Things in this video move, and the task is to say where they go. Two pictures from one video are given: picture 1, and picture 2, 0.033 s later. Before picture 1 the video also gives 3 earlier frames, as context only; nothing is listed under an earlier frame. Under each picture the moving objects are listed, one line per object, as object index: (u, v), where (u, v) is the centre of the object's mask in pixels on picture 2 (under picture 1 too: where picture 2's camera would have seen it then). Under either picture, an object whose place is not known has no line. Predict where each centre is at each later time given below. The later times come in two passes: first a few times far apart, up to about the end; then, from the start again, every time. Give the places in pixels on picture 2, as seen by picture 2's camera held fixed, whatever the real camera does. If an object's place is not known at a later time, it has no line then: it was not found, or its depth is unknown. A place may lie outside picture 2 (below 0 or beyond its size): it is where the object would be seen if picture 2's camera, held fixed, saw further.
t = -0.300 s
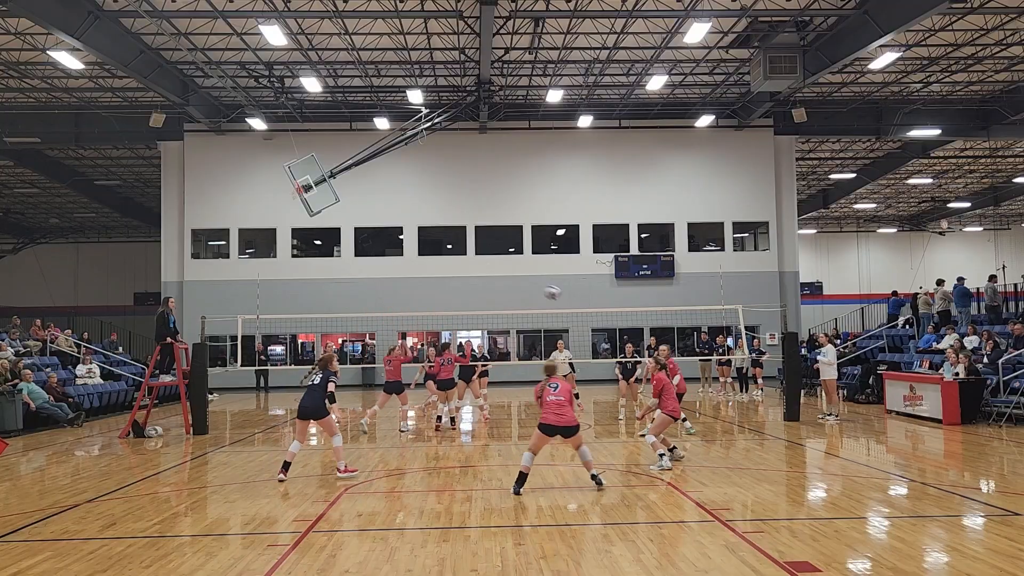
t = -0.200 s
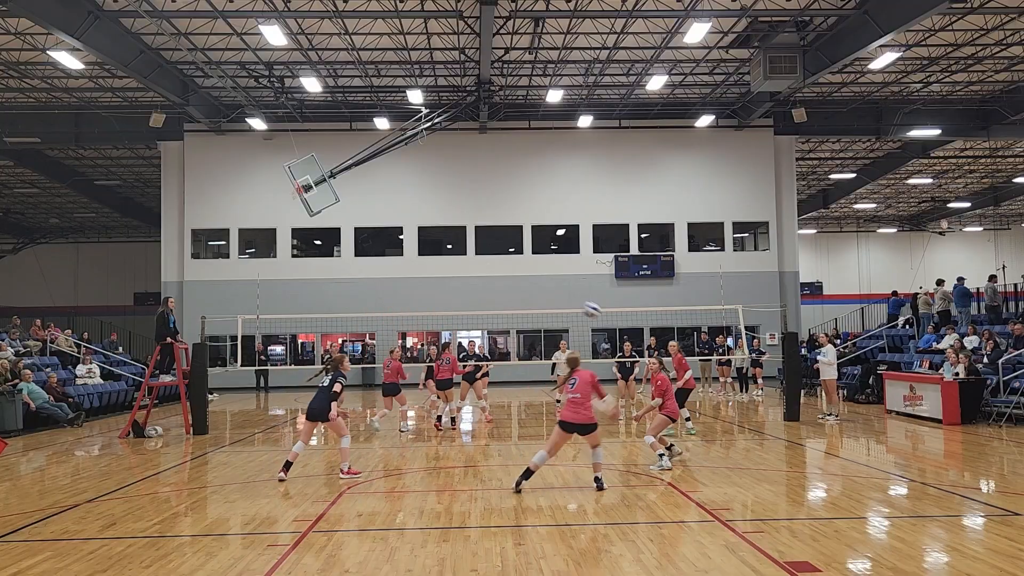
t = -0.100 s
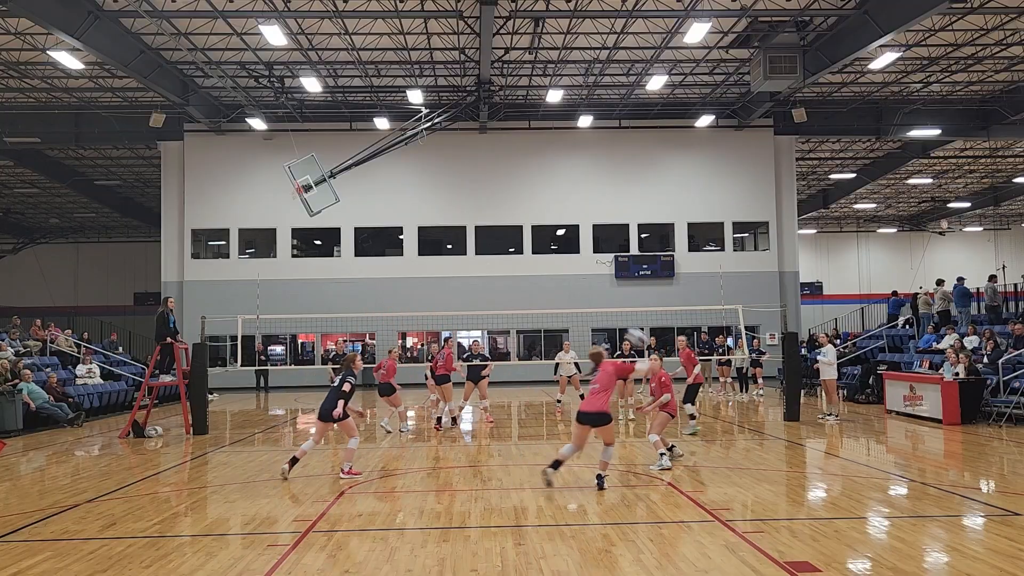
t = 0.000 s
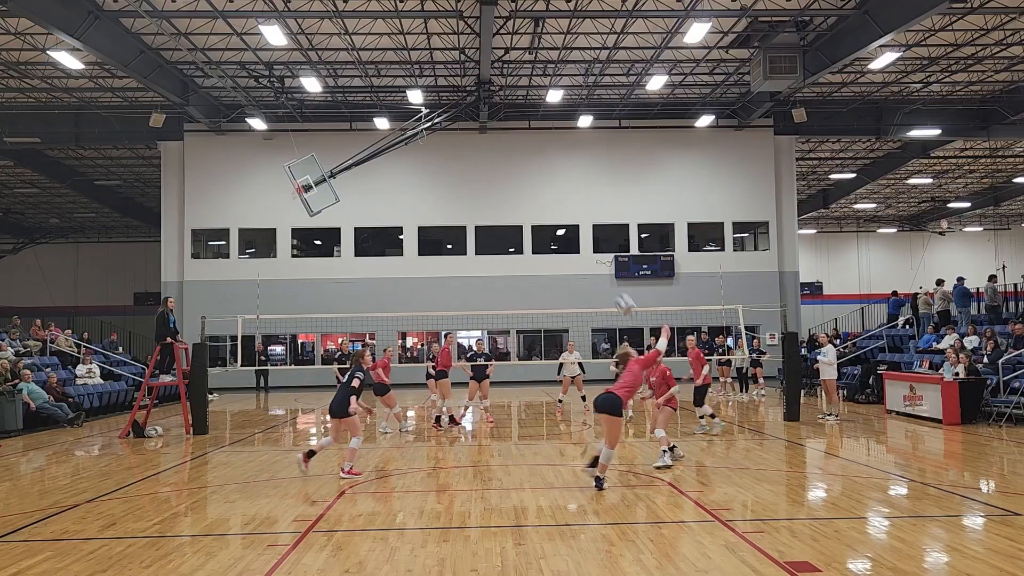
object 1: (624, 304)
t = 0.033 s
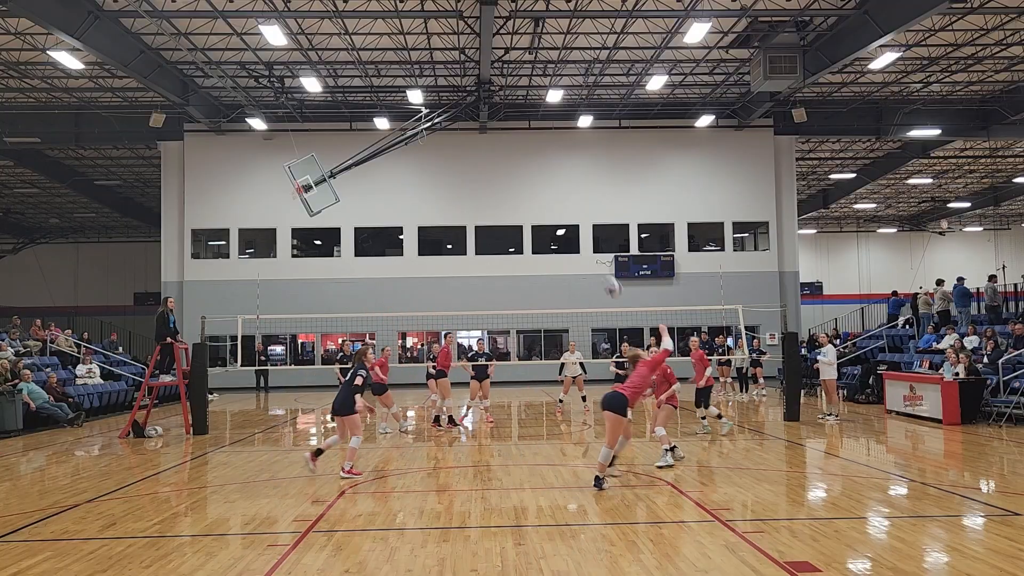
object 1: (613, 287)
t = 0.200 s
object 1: (549, 213)
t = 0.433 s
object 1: (476, 158)
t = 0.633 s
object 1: (421, 146)
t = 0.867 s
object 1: (364, 168)
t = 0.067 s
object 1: (598, 269)
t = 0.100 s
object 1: (585, 253)
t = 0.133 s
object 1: (572, 238)
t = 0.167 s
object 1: (563, 227)
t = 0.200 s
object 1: (549, 213)
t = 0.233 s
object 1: (538, 202)
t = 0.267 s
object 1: (528, 193)
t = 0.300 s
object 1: (516, 183)
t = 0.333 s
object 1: (506, 176)
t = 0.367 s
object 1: (495, 168)
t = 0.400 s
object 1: (486, 162)
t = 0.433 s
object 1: (476, 158)
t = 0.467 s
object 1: (466, 154)
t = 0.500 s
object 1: (456, 151)
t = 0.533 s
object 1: (447, 149)
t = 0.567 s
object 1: (438, 147)
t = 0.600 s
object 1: (429, 147)
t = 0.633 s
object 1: (421, 146)
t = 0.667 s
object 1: (412, 148)
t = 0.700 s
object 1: (403, 150)
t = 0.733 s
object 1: (396, 152)
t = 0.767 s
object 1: (387, 155)
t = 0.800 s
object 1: (380, 158)
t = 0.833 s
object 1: (372, 162)
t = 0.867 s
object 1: (364, 168)
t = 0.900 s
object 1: (356, 174)
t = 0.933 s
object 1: (350, 179)
